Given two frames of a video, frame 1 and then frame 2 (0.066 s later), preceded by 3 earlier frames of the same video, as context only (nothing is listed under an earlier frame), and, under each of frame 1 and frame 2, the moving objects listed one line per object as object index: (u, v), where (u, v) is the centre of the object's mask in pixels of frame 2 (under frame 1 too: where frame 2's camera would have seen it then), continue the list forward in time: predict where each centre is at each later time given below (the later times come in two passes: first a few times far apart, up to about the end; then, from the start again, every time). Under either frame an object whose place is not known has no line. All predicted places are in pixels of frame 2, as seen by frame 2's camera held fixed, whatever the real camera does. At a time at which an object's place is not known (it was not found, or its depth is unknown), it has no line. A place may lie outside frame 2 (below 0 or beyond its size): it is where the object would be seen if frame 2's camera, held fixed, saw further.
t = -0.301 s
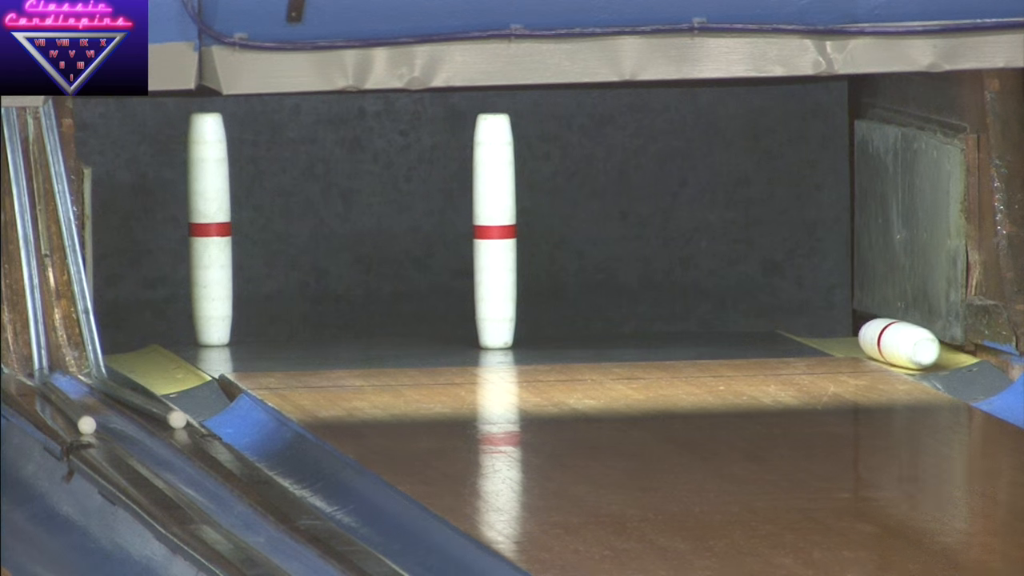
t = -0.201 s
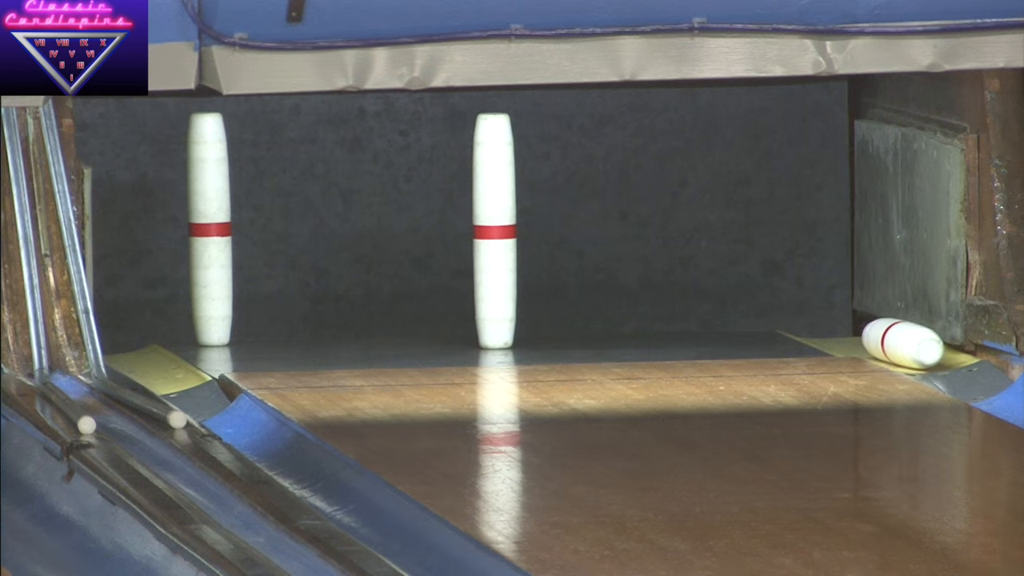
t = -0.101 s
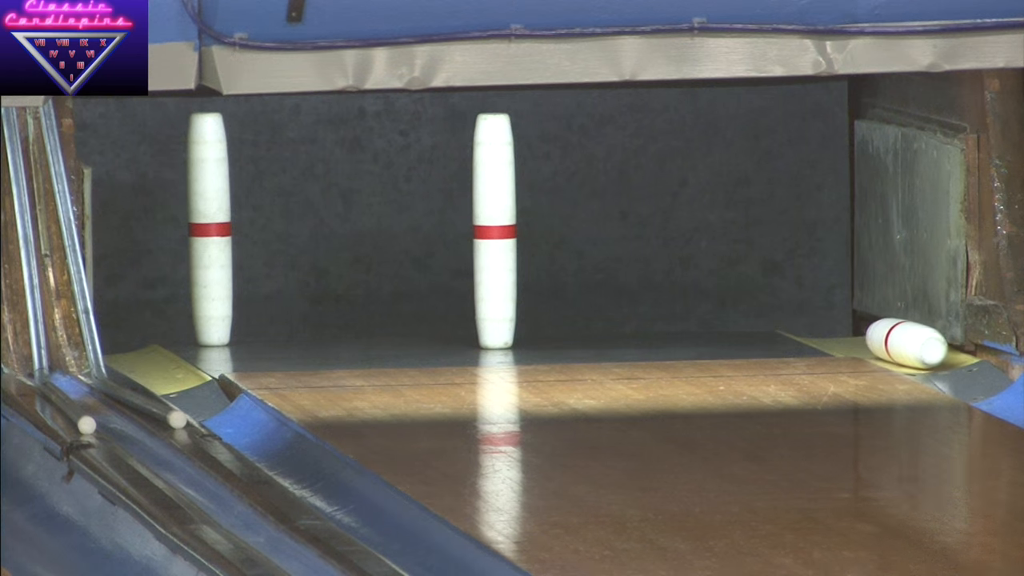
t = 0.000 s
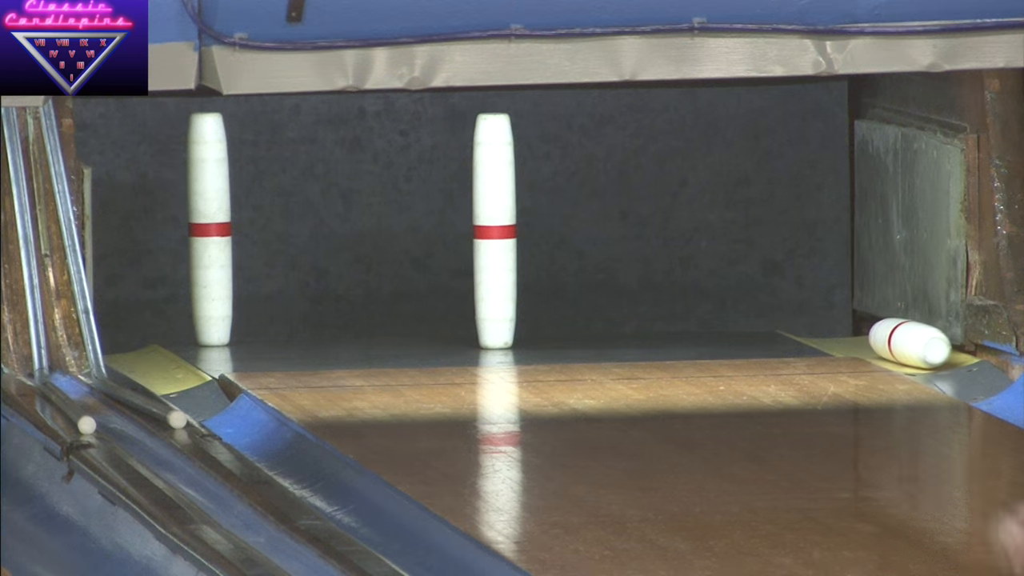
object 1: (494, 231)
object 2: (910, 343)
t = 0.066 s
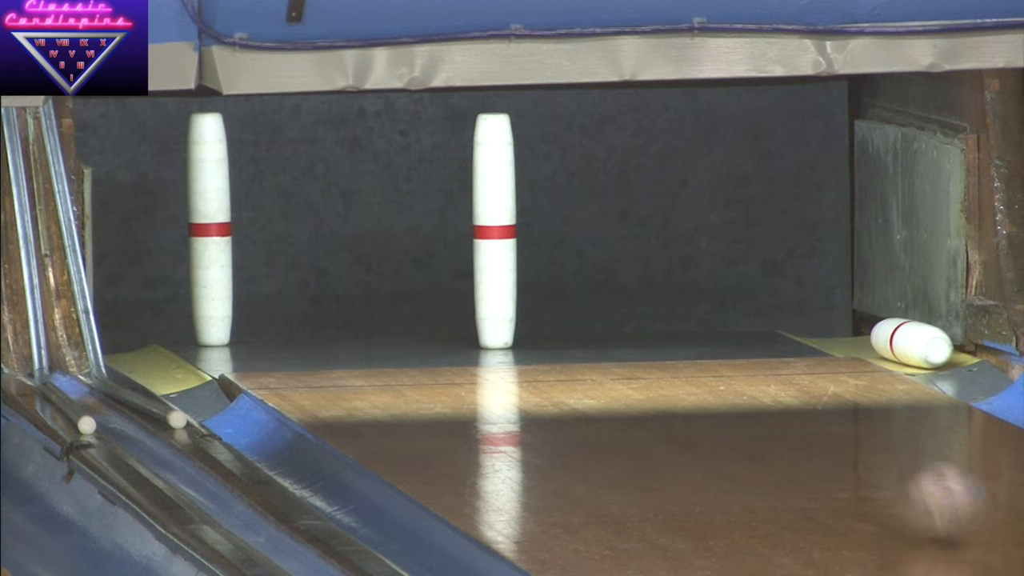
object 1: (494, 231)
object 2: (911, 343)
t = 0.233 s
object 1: (494, 231)
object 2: (913, 343)
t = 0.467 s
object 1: (494, 231)
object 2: (909, 343)
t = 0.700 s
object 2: (902, 343)
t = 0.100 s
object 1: (494, 231)
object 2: (912, 343)
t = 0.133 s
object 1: (494, 231)
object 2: (913, 343)
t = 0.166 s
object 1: (494, 231)
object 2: (913, 343)
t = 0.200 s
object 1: (494, 231)
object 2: (913, 343)
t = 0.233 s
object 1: (494, 231)
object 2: (913, 343)
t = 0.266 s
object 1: (494, 231)
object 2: (913, 343)
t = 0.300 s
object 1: (494, 231)
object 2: (913, 343)
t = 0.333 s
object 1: (494, 231)
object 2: (912, 343)
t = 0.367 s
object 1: (494, 231)
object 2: (912, 343)
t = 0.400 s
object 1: (494, 231)
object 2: (911, 343)
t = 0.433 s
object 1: (494, 231)
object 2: (910, 343)
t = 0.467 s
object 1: (494, 231)
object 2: (909, 343)
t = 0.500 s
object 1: (471, 243)
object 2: (908, 343)
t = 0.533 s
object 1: (434, 226)
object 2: (907, 343)
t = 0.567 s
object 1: (372, 244)
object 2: (906, 343)
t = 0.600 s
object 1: (320, 212)
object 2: (905, 343)
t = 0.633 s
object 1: (288, 226)
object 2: (904, 343)
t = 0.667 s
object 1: (243, 159)
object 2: (903, 343)
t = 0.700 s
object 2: (902, 343)
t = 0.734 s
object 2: (901, 343)
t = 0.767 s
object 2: (900, 343)
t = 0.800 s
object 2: (899, 343)
